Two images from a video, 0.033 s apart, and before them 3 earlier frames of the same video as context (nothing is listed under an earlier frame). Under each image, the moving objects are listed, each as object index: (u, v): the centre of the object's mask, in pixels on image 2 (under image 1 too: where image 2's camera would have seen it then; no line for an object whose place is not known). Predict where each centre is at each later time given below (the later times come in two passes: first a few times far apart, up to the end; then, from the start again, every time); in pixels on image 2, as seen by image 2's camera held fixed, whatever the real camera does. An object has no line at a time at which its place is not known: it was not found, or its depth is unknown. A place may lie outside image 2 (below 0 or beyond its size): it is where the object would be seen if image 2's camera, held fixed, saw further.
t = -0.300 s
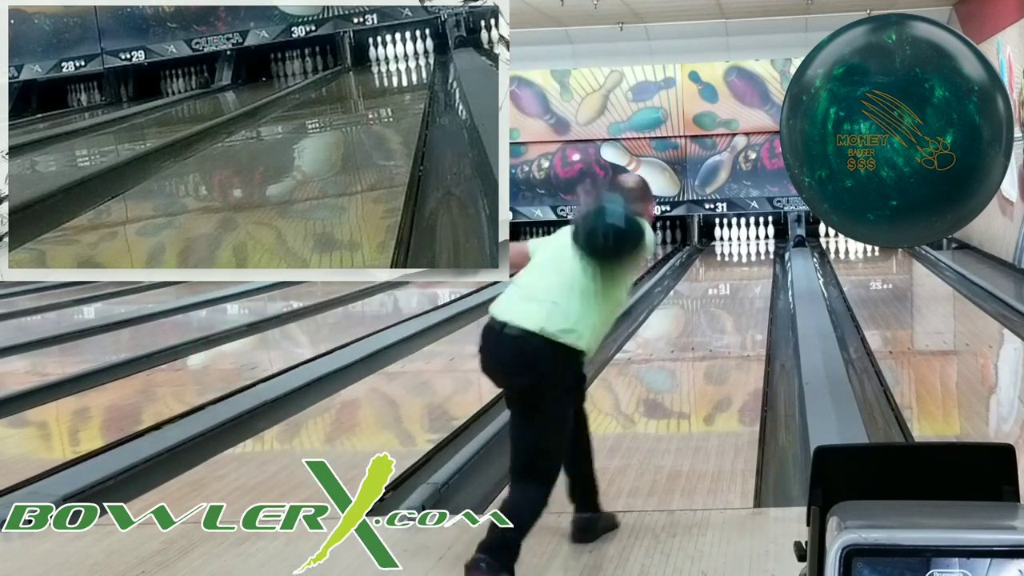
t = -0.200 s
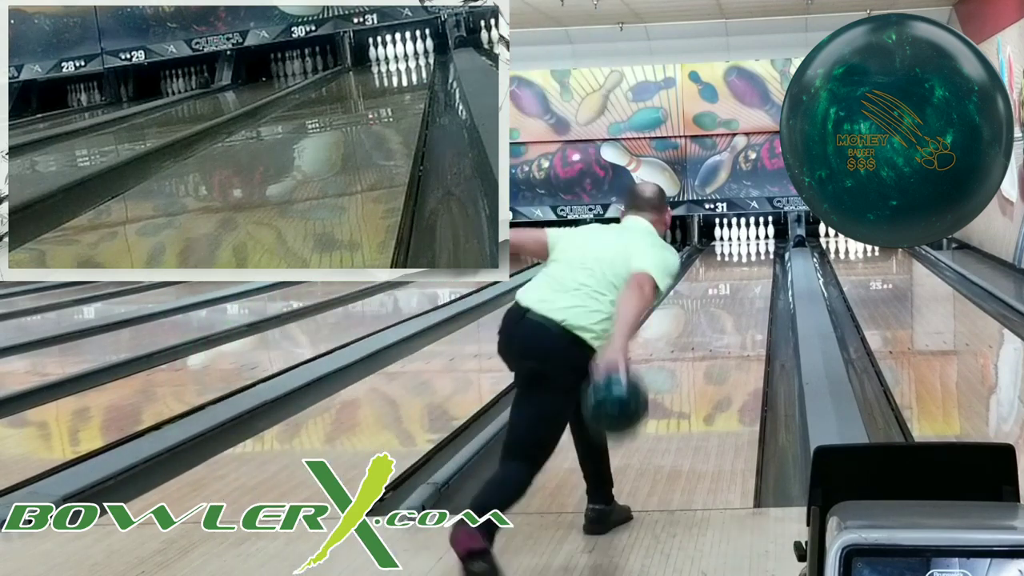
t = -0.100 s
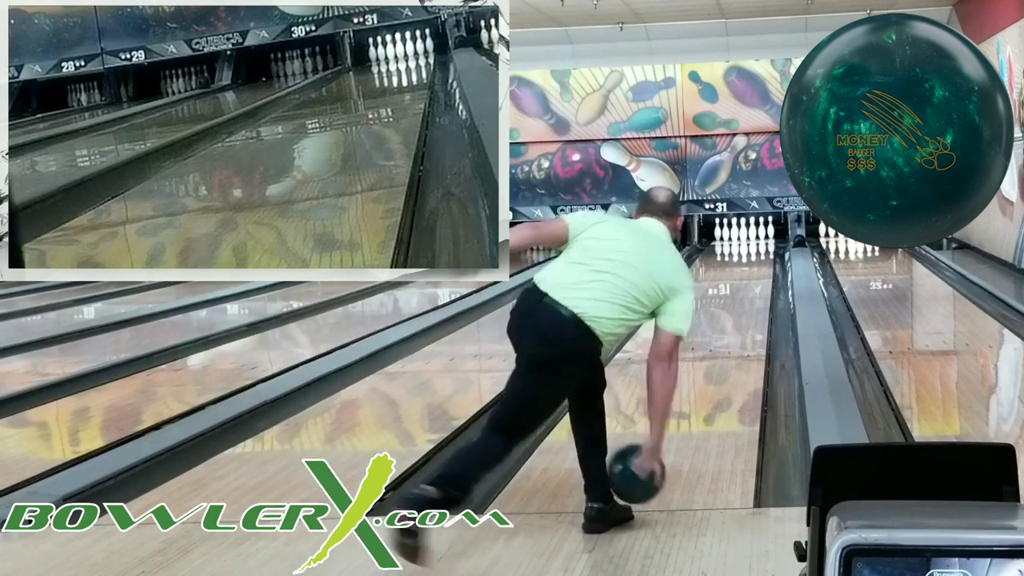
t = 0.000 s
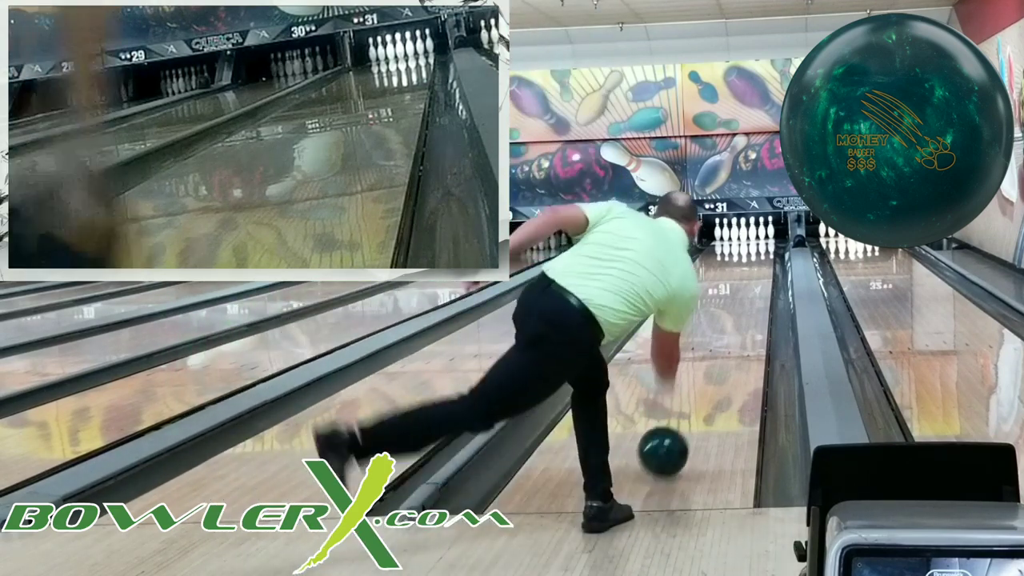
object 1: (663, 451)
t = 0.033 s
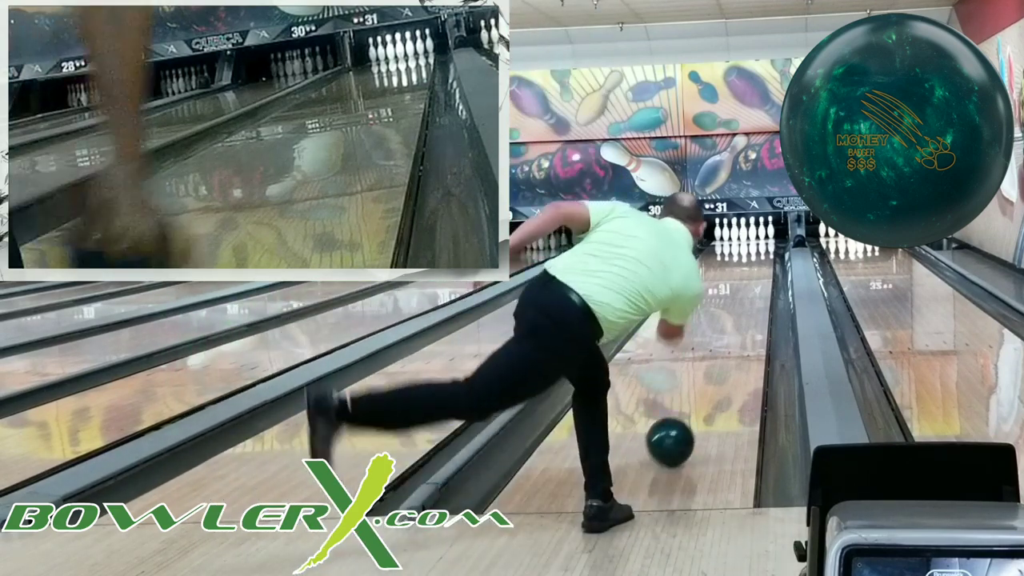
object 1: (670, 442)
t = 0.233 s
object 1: (701, 383)
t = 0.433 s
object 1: (712, 349)
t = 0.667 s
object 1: (737, 315)
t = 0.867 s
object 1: (746, 296)
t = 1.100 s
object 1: (754, 279)
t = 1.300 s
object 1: (757, 268)
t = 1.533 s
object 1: (760, 257)
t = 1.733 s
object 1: (760, 249)
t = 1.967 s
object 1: (756, 243)
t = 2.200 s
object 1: (749, 238)
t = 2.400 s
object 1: (747, 235)
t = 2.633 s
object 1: (743, 233)
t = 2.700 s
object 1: (741, 233)
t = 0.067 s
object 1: (676, 430)
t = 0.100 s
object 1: (682, 419)
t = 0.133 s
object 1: (688, 409)
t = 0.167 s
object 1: (693, 400)
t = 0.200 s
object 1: (697, 391)
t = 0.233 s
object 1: (701, 383)
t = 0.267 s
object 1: (706, 376)
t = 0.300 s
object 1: (709, 369)
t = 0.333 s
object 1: (712, 363)
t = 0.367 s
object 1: (716, 356)
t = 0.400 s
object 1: (719, 351)
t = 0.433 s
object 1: (712, 349)
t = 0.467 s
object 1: (732, 337)
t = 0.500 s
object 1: (727, 335)
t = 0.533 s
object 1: (729, 331)
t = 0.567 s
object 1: (731, 327)
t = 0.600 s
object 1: (733, 323)
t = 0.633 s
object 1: (735, 319)
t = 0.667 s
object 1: (737, 315)
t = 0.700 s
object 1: (739, 312)
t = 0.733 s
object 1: (740, 308)
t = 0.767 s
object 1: (742, 305)
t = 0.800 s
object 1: (744, 302)
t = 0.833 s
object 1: (745, 299)
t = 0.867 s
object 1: (746, 296)
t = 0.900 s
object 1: (747, 293)
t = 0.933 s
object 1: (748, 291)
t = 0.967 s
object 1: (750, 288)
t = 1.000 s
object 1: (751, 286)
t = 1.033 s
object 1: (752, 283)
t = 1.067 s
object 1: (753, 281)
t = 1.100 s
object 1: (754, 279)
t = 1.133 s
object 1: (754, 277)
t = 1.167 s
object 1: (755, 275)
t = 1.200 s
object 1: (756, 273)
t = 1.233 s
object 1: (757, 271)
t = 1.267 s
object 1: (757, 270)
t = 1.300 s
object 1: (757, 268)
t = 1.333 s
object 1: (758, 266)
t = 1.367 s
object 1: (758, 265)
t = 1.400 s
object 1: (759, 263)
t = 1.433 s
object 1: (759, 261)
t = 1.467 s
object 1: (760, 260)
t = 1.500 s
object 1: (760, 258)
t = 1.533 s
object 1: (760, 257)
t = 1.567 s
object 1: (760, 255)
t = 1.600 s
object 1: (761, 254)
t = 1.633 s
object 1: (761, 252)
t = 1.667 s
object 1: (761, 251)
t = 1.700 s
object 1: (761, 250)
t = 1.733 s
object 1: (760, 249)
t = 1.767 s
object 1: (760, 248)
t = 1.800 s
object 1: (760, 247)
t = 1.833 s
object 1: (760, 246)
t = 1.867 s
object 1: (759, 245)
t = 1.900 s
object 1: (758, 244)
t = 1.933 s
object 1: (757, 243)
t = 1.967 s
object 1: (756, 243)
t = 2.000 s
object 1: (756, 242)
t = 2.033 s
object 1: (755, 241)
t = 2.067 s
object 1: (754, 241)
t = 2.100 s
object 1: (753, 240)
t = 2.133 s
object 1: (752, 239)
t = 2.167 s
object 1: (751, 239)
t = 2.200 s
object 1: (749, 238)
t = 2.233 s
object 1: (748, 237)
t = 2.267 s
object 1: (747, 237)
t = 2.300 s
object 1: (747, 236)
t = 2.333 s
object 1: (747, 236)
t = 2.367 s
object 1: (747, 235)
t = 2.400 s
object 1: (747, 235)
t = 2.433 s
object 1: (747, 234)
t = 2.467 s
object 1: (746, 234)
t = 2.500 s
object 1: (746, 234)
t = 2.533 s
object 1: (746, 233)
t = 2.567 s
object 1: (746, 234)
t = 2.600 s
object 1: (745, 233)
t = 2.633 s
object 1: (743, 233)
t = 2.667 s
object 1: (743, 233)
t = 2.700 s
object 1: (741, 233)
